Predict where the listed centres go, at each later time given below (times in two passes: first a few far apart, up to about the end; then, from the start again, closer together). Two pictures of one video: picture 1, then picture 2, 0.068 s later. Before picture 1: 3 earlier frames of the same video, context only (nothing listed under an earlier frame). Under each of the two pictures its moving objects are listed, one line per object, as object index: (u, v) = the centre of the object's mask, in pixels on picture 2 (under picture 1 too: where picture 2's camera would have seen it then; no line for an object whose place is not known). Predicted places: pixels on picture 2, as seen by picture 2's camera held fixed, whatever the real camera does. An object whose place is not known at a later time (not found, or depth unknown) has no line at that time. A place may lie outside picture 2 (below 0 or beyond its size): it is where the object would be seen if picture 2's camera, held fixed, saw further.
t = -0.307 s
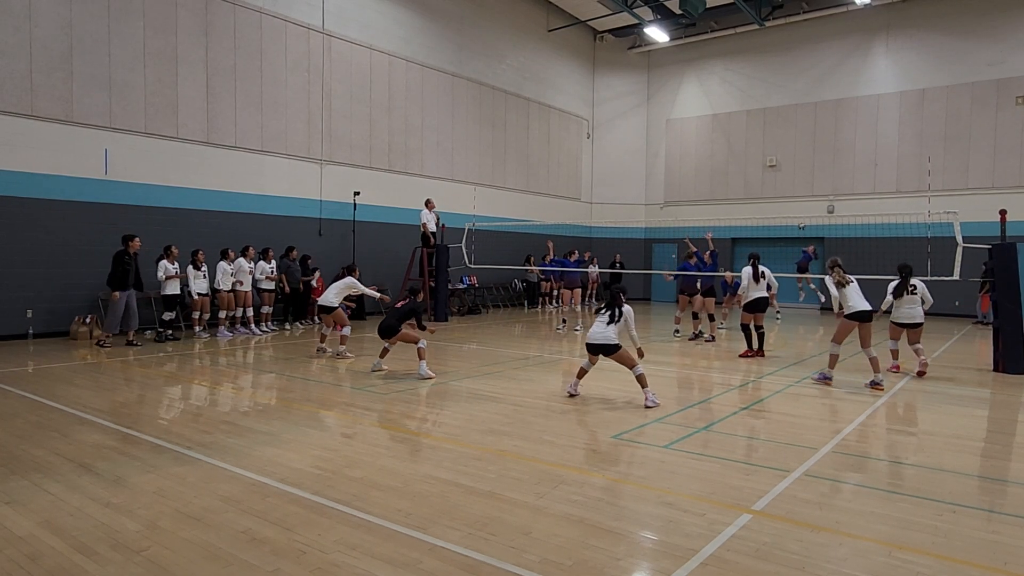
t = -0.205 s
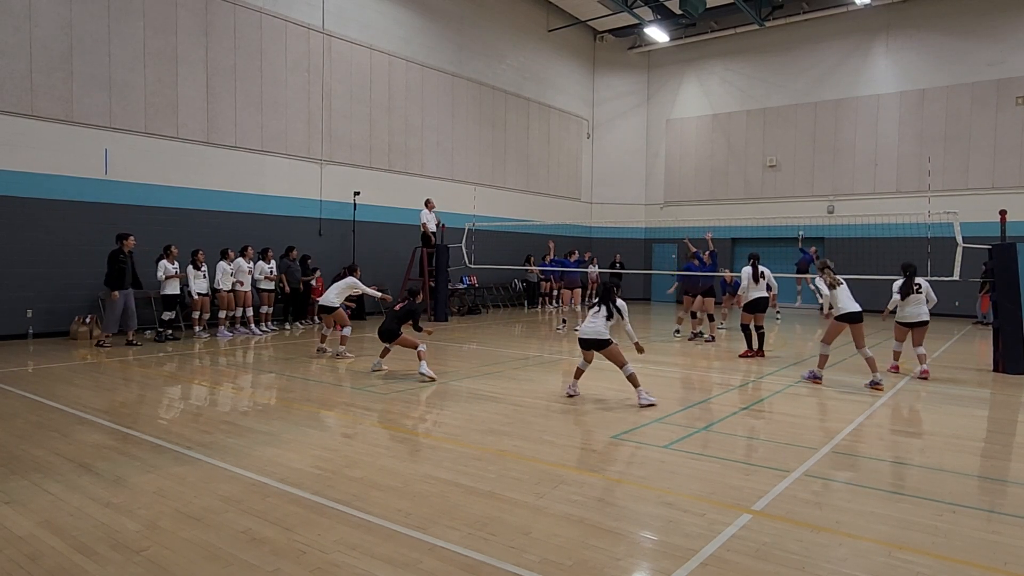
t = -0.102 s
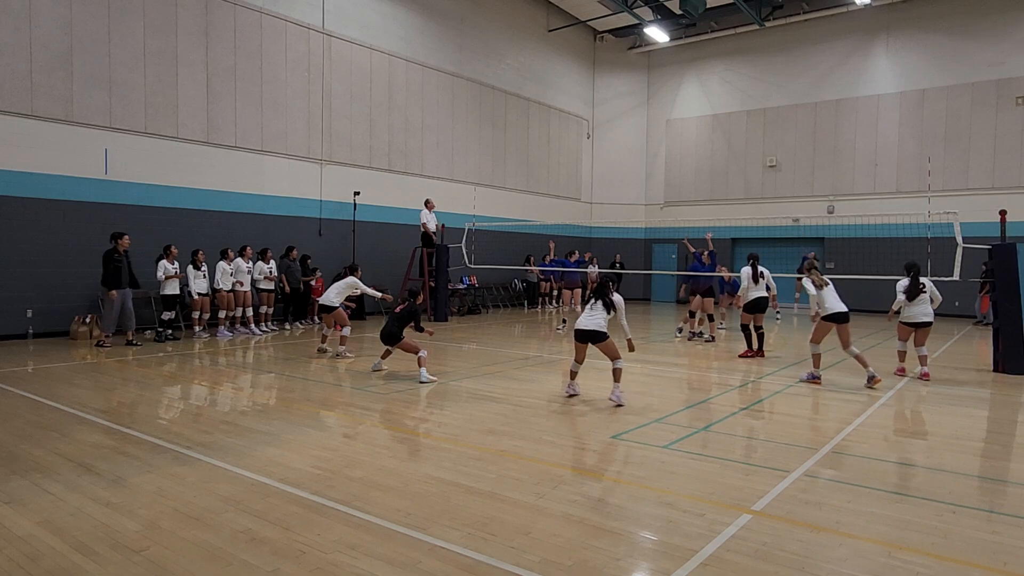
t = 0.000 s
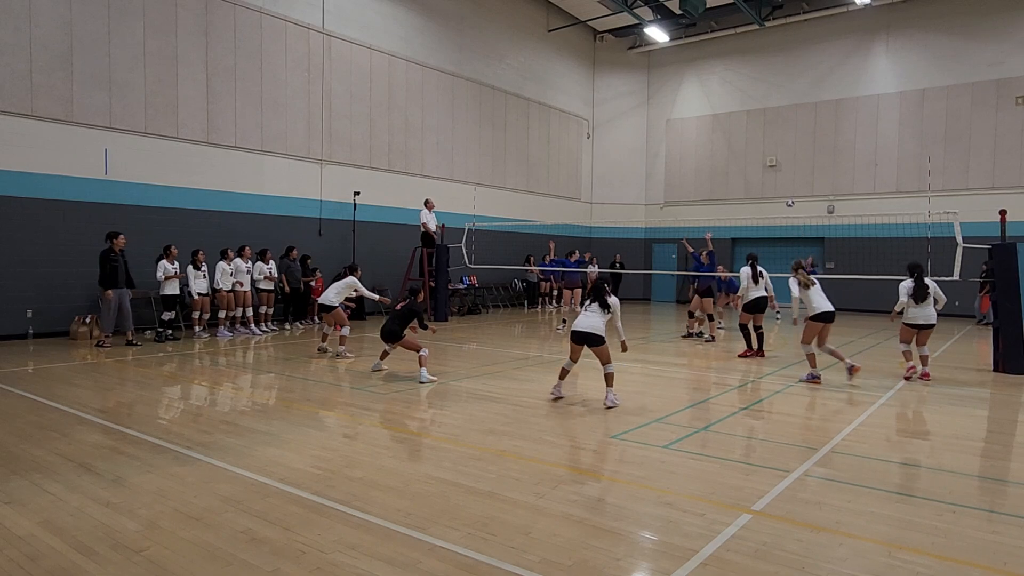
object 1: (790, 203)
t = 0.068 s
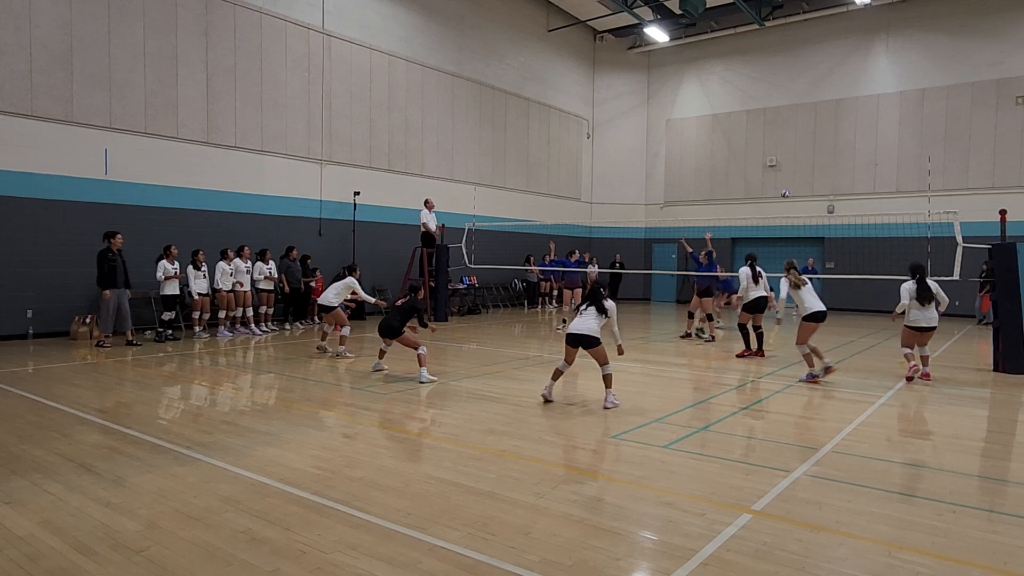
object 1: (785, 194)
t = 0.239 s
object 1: (769, 175)
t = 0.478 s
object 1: (743, 168)
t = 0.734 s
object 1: (696, 207)
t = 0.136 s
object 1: (778, 185)
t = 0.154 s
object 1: (777, 184)
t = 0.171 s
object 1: (775, 182)
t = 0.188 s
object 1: (774, 180)
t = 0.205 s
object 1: (772, 178)
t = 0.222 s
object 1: (771, 177)
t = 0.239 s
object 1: (769, 175)
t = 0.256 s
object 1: (768, 173)
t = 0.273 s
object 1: (767, 172)
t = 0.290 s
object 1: (765, 171)
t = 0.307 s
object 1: (763, 170)
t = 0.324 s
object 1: (761, 168)
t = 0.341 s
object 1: (759, 168)
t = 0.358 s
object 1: (757, 167)
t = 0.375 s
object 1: (755, 167)
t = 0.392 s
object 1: (754, 166)
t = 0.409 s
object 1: (752, 166)
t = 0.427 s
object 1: (749, 166)
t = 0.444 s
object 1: (747, 166)
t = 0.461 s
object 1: (745, 167)
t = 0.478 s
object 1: (743, 168)
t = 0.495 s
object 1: (741, 169)
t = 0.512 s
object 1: (738, 170)
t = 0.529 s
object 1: (735, 171)
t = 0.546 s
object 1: (733, 172)
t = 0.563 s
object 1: (730, 174)
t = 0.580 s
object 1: (727, 176)
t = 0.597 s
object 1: (724, 178)
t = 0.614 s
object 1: (721, 180)
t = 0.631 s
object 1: (718, 183)
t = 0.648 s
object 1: (715, 186)
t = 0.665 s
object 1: (712, 189)
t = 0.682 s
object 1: (708, 193)
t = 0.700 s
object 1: (705, 197)
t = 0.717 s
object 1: (700, 202)
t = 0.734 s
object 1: (696, 207)
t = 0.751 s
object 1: (692, 212)
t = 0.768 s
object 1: (687, 218)
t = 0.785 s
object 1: (683, 223)
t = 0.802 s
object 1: (678, 229)
